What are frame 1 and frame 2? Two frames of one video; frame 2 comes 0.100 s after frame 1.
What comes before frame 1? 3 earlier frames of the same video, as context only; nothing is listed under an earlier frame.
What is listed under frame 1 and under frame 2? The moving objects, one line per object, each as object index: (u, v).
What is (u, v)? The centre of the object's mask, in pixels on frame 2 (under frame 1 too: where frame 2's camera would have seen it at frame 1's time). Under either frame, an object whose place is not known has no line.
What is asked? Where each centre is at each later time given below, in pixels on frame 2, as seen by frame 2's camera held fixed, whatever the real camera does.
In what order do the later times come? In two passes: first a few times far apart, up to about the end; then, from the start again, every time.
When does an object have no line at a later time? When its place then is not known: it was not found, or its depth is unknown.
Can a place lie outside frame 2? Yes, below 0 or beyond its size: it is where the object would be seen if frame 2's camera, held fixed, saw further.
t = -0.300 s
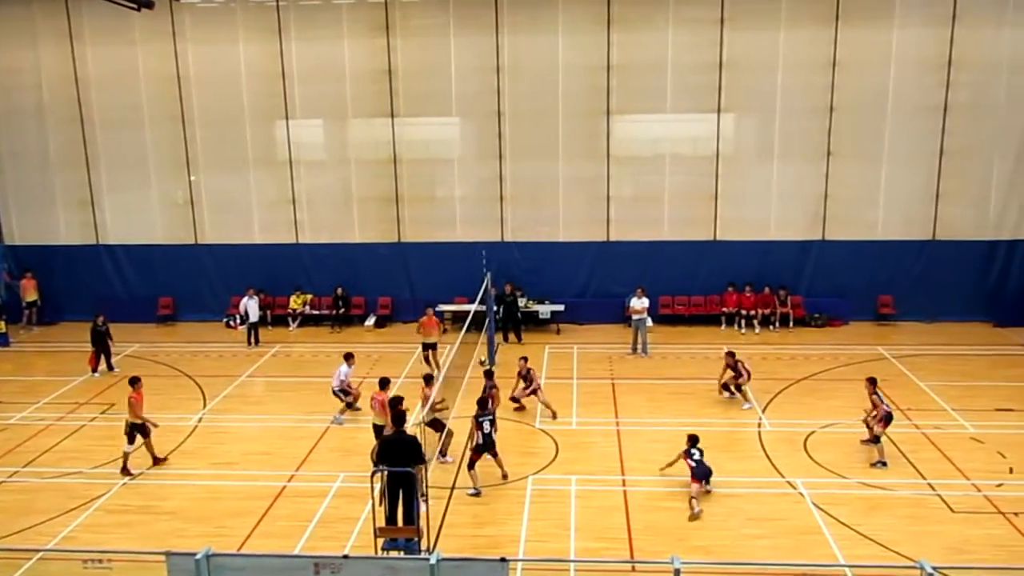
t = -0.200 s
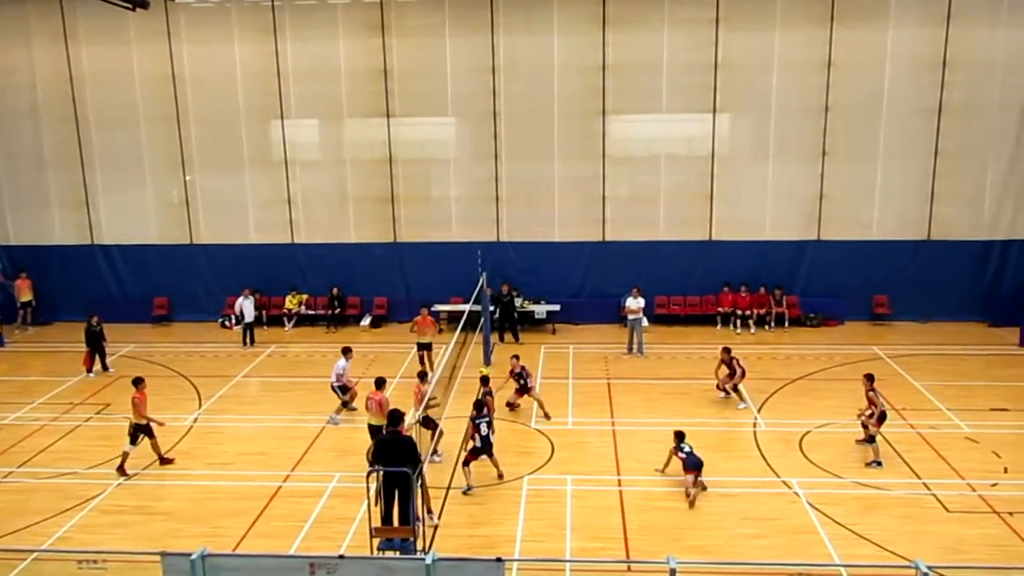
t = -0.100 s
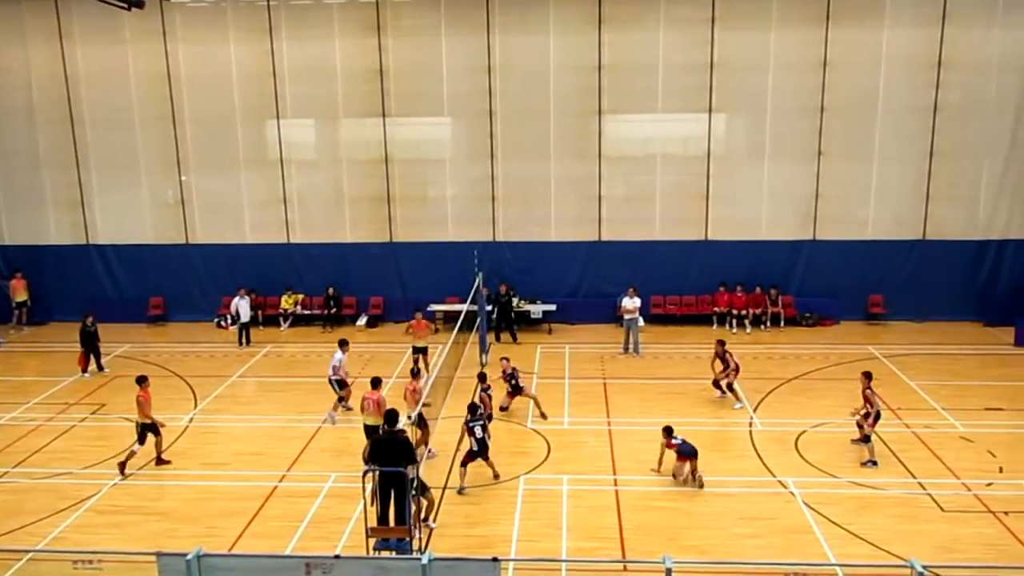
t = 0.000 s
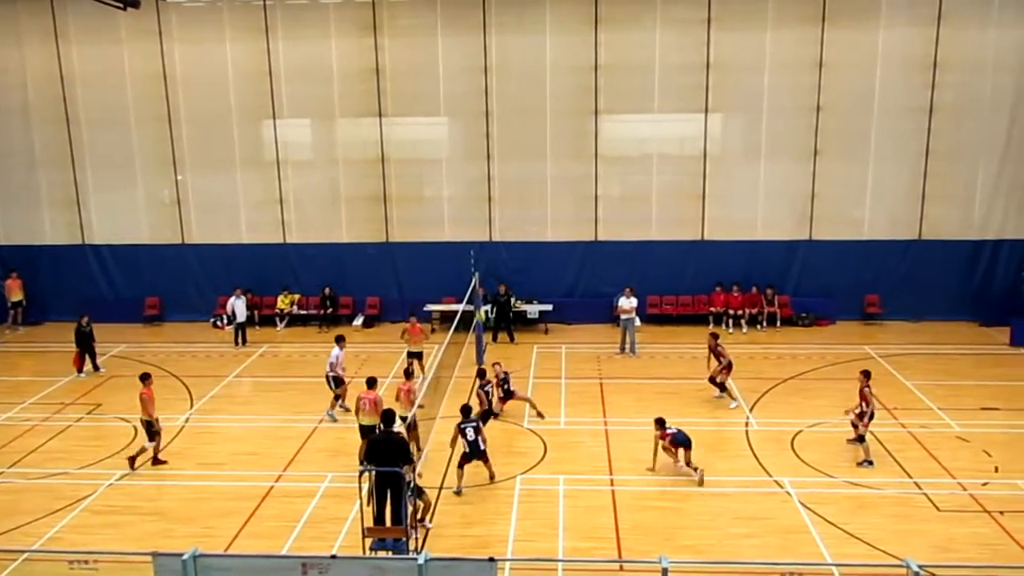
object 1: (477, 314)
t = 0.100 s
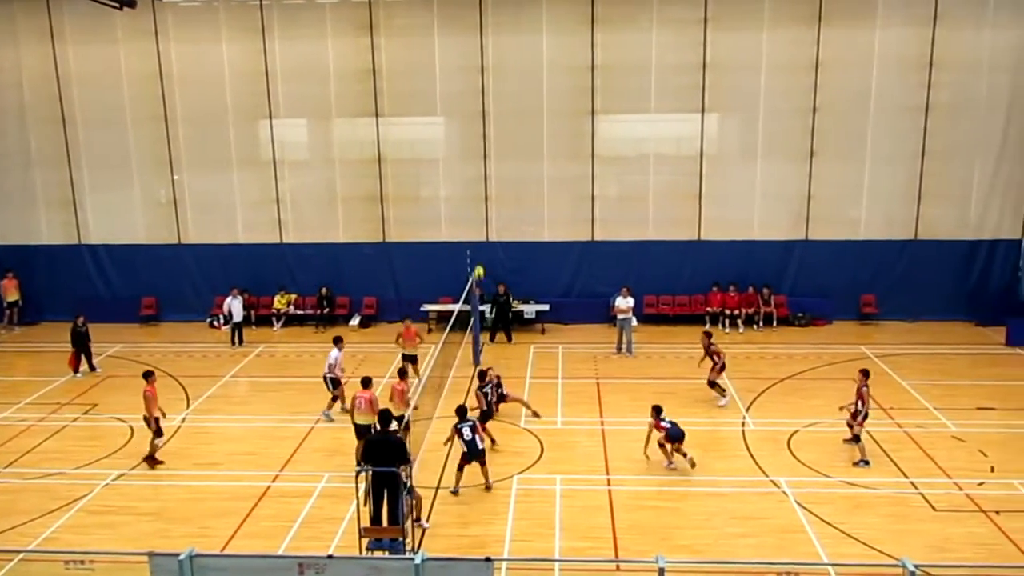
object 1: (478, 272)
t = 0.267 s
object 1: (481, 211)
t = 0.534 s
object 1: (483, 138)
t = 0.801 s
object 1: (488, 102)
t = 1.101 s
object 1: (496, 105)
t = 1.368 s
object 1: (504, 152)
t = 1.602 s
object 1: (512, 227)
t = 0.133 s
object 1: (479, 259)
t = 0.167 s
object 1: (479, 247)
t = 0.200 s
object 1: (479, 236)
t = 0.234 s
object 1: (479, 224)
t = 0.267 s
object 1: (481, 211)
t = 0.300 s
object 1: (481, 199)
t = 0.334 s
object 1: (481, 188)
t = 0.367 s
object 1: (481, 179)
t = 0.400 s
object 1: (481, 171)
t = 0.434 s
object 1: (481, 162)
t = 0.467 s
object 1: (482, 154)
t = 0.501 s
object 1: (482, 148)
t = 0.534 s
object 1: (483, 138)
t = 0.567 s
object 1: (483, 132)
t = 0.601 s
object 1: (485, 124)
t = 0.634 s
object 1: (485, 119)
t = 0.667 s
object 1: (485, 115)
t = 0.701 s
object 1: (486, 110)
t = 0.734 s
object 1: (487, 107)
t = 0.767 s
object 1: (488, 104)
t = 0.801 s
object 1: (488, 102)
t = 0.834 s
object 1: (489, 100)
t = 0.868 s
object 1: (490, 97)
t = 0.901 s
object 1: (491, 97)
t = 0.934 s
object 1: (492, 97)
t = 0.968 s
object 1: (492, 97)
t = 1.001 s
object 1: (493, 98)
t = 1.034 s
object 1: (495, 100)
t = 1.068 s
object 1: (496, 103)
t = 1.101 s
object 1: (496, 105)
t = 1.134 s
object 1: (498, 108)
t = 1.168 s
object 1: (499, 112)
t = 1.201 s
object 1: (499, 117)
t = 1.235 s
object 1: (500, 123)
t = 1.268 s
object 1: (501, 129)
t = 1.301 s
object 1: (502, 136)
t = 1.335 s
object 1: (504, 145)
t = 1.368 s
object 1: (504, 152)
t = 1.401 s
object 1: (505, 161)
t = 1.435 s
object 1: (506, 170)
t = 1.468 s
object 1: (508, 178)
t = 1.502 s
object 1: (508, 190)
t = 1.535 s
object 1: (509, 201)
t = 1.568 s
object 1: (511, 214)
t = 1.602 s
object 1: (512, 227)
